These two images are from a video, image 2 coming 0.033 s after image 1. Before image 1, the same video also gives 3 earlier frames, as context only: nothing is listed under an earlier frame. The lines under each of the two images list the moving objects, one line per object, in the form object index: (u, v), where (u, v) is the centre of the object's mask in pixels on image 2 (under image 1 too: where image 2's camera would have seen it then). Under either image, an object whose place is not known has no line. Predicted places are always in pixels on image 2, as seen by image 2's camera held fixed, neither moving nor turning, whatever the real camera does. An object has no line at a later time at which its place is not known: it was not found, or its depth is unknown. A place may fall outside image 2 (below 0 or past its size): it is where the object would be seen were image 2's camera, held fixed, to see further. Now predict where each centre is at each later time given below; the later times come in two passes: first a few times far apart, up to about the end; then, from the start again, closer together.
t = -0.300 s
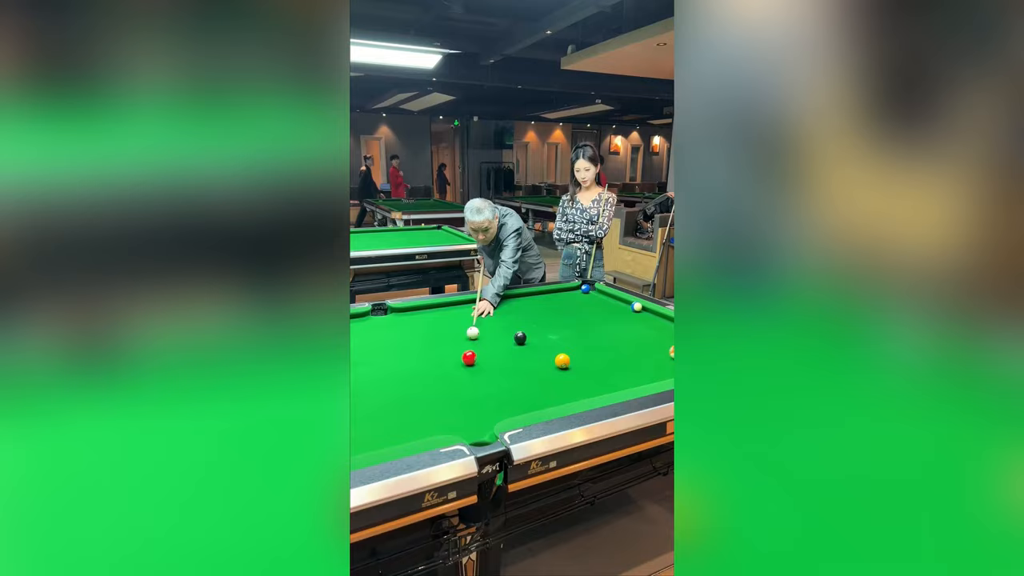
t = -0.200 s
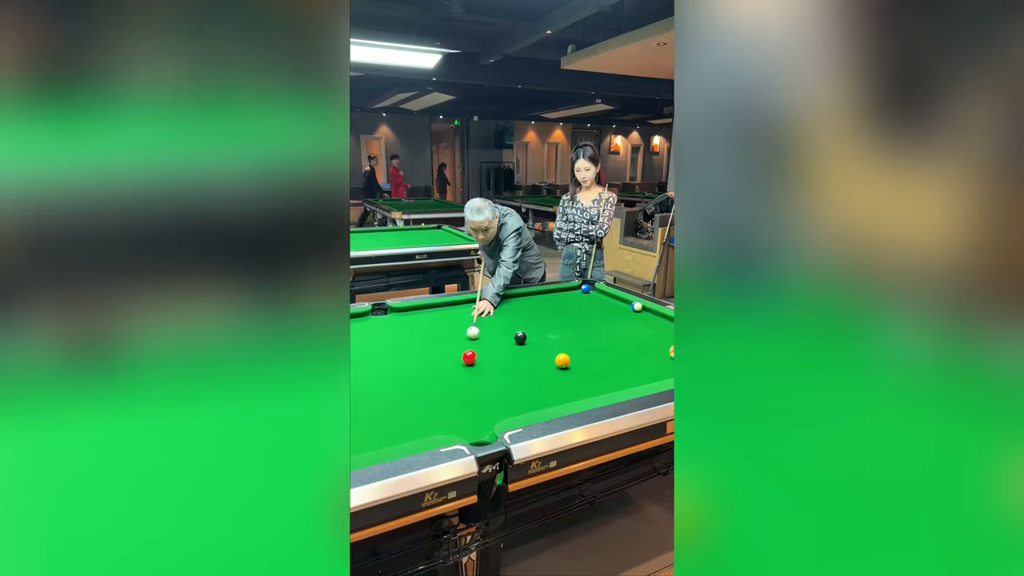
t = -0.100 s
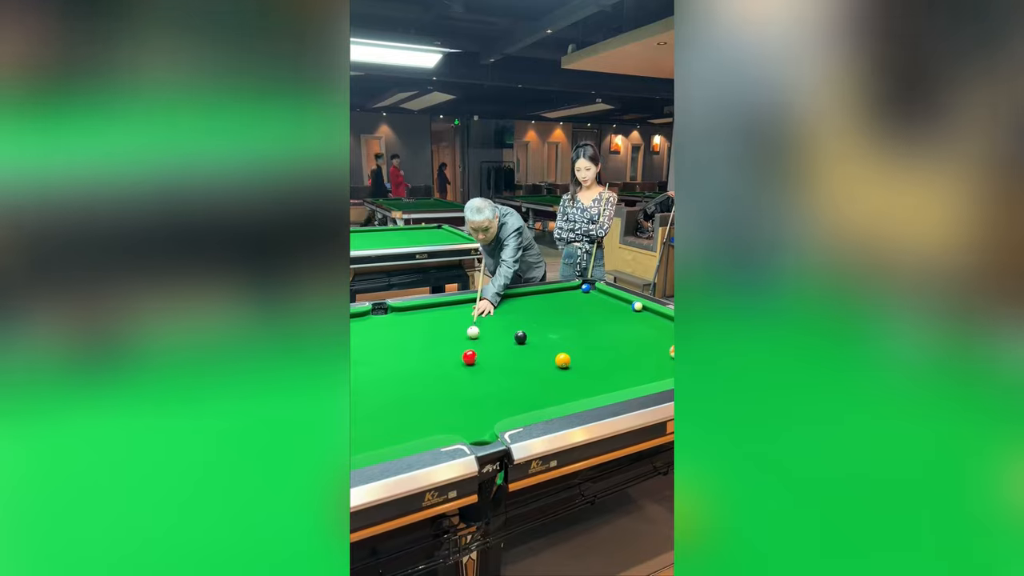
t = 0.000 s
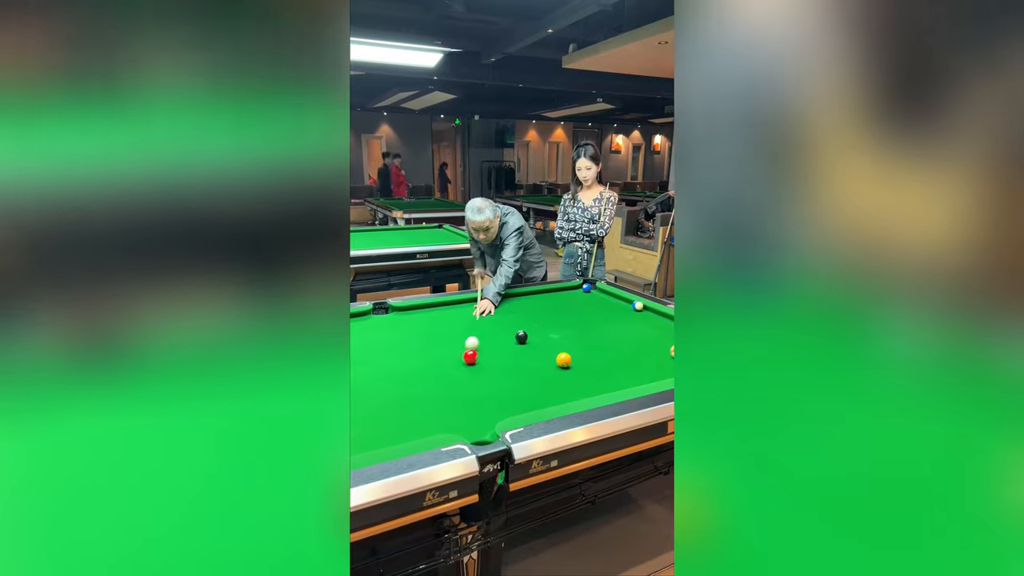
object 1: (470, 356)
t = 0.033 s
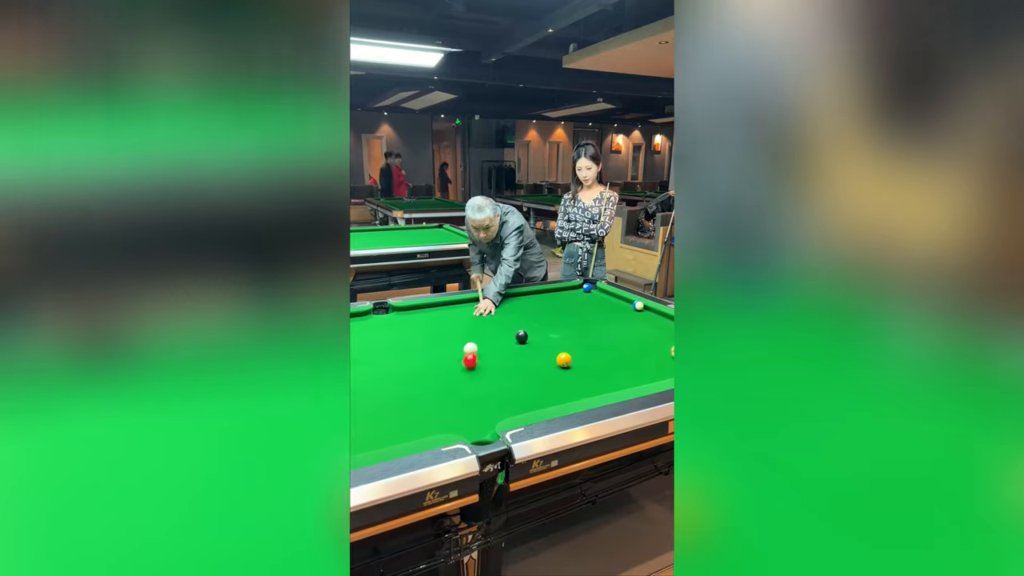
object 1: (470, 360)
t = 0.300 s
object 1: (463, 404)
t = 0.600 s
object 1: (411, 356)
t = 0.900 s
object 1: (381, 324)
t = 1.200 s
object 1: (372, 320)
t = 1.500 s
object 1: (373, 337)
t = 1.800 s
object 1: (375, 356)
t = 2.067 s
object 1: (376, 376)
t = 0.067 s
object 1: (468, 373)
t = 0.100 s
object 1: (467, 389)
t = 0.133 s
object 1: (465, 406)
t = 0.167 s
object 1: (464, 425)
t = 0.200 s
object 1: (477, 429)
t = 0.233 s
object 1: (482, 421)
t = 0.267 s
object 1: (472, 412)
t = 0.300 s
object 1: (463, 404)
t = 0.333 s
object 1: (455, 397)
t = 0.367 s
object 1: (448, 390)
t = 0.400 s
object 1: (441, 384)
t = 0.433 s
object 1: (436, 379)
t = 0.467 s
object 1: (430, 374)
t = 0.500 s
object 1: (425, 369)
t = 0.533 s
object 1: (420, 364)
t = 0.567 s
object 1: (416, 360)
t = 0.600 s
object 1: (411, 356)
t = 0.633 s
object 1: (407, 352)
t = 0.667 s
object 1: (403, 347)
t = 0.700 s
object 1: (399, 344)
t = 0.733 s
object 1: (396, 340)
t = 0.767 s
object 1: (393, 336)
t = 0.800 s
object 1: (390, 333)
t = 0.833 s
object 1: (387, 330)
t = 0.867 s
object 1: (384, 327)
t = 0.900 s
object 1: (381, 324)
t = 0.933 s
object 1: (379, 321)
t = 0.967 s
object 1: (376, 318)
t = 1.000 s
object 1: (373, 315)
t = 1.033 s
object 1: (370, 313)
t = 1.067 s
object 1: (369, 313)
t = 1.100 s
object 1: (370, 314)
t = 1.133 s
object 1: (371, 316)
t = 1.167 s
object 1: (372, 319)
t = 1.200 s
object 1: (372, 320)
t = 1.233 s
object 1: (372, 322)
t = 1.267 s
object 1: (372, 324)
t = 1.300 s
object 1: (372, 326)
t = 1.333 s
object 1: (373, 327)
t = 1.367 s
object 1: (373, 329)
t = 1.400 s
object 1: (373, 331)
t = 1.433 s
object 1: (373, 333)
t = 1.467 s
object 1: (373, 335)
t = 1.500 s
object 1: (373, 337)
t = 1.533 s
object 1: (374, 339)
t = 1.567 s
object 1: (374, 341)
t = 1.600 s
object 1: (374, 342)
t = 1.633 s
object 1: (374, 345)
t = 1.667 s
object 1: (374, 347)
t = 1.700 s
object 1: (374, 349)
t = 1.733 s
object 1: (375, 351)
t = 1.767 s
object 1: (375, 353)
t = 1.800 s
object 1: (375, 356)
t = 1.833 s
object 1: (376, 358)
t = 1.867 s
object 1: (376, 360)
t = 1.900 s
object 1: (376, 363)
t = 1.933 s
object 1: (376, 366)
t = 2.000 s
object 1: (376, 371)
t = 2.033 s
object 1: (376, 374)
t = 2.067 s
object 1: (376, 376)
